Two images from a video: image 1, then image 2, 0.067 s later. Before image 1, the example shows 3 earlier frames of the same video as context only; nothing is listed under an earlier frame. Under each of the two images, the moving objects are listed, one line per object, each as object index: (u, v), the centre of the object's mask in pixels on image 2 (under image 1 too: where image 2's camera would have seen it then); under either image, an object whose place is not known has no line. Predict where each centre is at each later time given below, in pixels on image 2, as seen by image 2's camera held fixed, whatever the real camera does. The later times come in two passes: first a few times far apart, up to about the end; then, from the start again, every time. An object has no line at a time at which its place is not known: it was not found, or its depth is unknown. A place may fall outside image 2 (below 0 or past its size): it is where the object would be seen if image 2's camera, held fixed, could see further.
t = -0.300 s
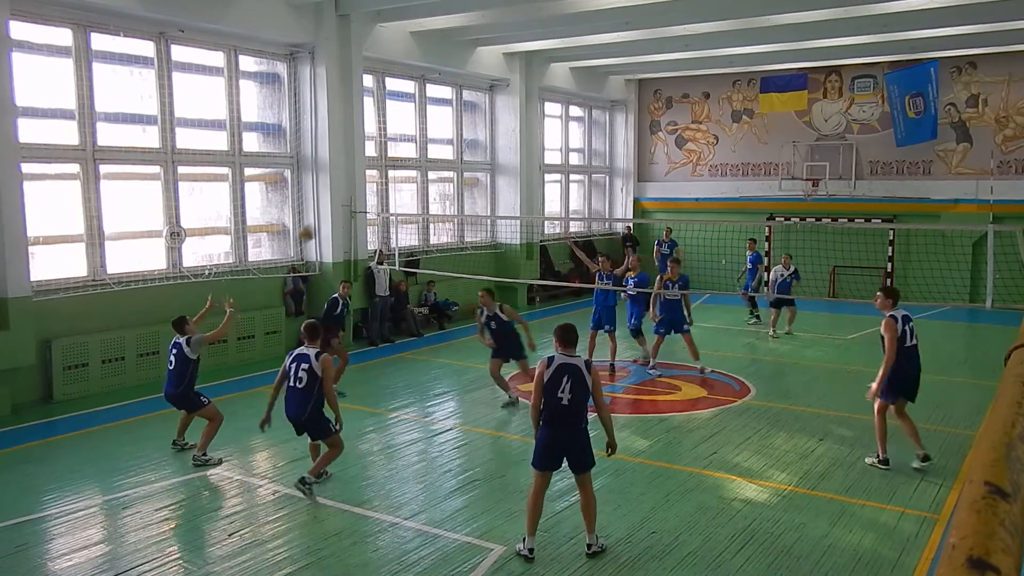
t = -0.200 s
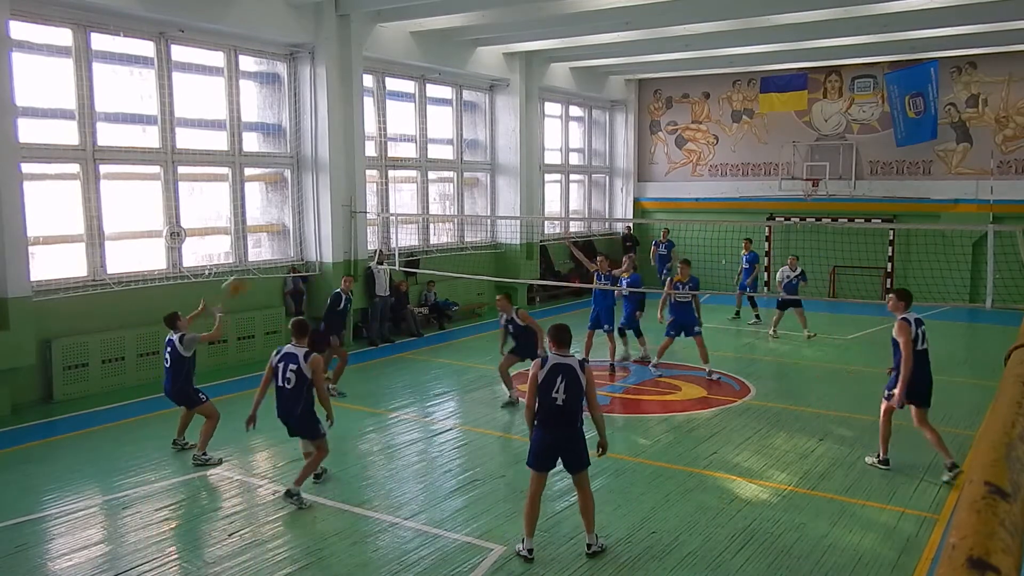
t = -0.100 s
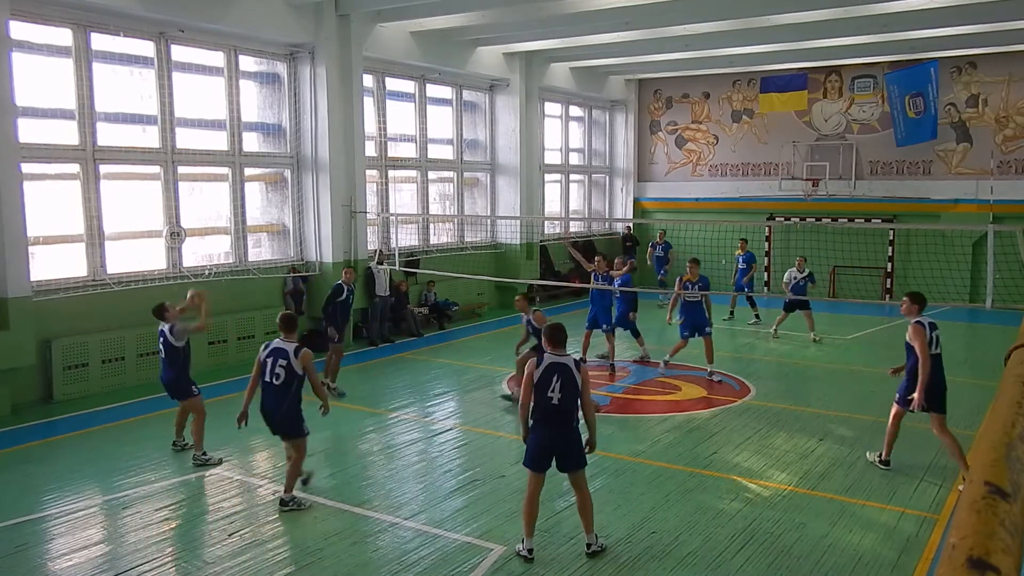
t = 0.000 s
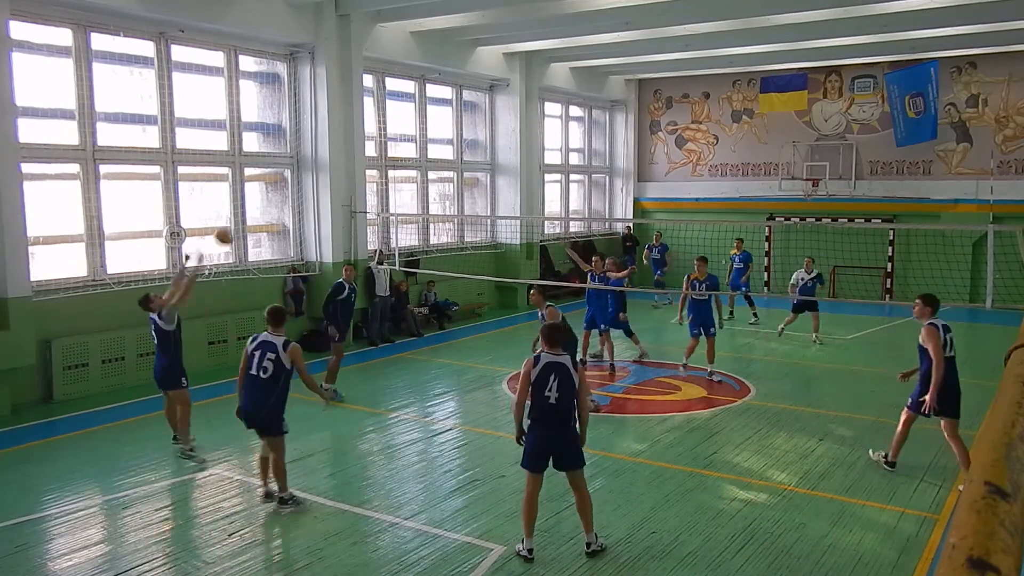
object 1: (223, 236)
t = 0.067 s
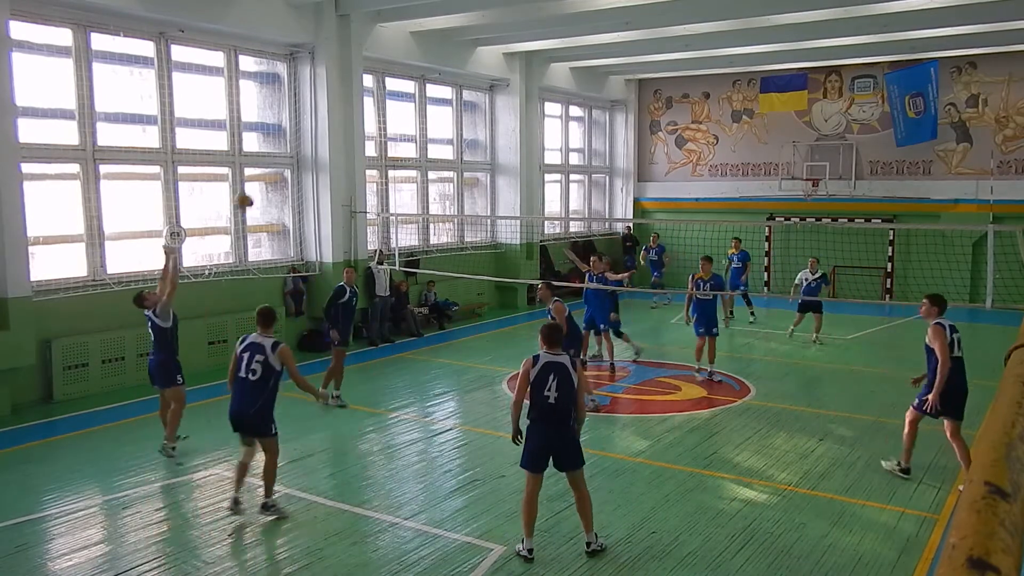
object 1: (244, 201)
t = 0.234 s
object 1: (295, 127)
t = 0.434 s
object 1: (353, 76)
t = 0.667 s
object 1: (419, 64)
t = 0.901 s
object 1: (480, 99)
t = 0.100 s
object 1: (256, 182)
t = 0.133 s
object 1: (265, 167)
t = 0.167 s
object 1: (274, 153)
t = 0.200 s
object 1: (285, 139)
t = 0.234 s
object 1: (295, 127)
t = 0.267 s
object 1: (305, 116)
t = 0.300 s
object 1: (315, 106)
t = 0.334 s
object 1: (325, 96)
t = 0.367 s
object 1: (334, 88)
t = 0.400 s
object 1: (344, 82)
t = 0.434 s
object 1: (353, 76)
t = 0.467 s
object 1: (363, 71)
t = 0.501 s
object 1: (373, 68)
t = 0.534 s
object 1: (383, 65)
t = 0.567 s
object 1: (392, 63)
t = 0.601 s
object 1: (401, 62)
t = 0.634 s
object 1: (410, 62)
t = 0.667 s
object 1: (419, 64)
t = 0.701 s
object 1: (428, 66)
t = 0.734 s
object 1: (437, 69)
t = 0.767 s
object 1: (446, 73)
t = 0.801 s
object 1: (454, 78)
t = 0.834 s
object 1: (463, 84)
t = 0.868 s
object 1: (471, 92)
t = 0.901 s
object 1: (480, 99)
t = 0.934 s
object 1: (489, 108)
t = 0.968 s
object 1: (496, 117)
